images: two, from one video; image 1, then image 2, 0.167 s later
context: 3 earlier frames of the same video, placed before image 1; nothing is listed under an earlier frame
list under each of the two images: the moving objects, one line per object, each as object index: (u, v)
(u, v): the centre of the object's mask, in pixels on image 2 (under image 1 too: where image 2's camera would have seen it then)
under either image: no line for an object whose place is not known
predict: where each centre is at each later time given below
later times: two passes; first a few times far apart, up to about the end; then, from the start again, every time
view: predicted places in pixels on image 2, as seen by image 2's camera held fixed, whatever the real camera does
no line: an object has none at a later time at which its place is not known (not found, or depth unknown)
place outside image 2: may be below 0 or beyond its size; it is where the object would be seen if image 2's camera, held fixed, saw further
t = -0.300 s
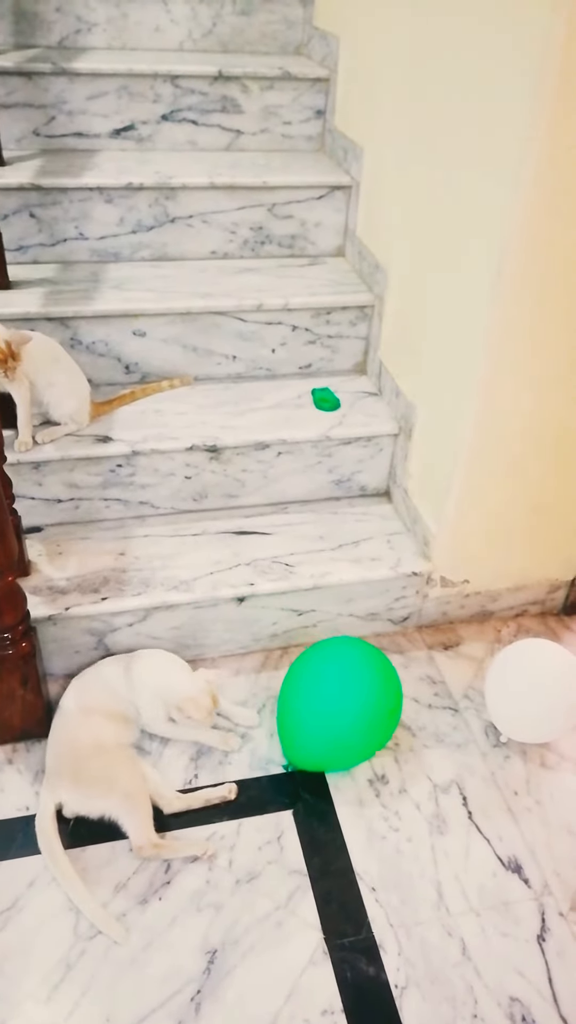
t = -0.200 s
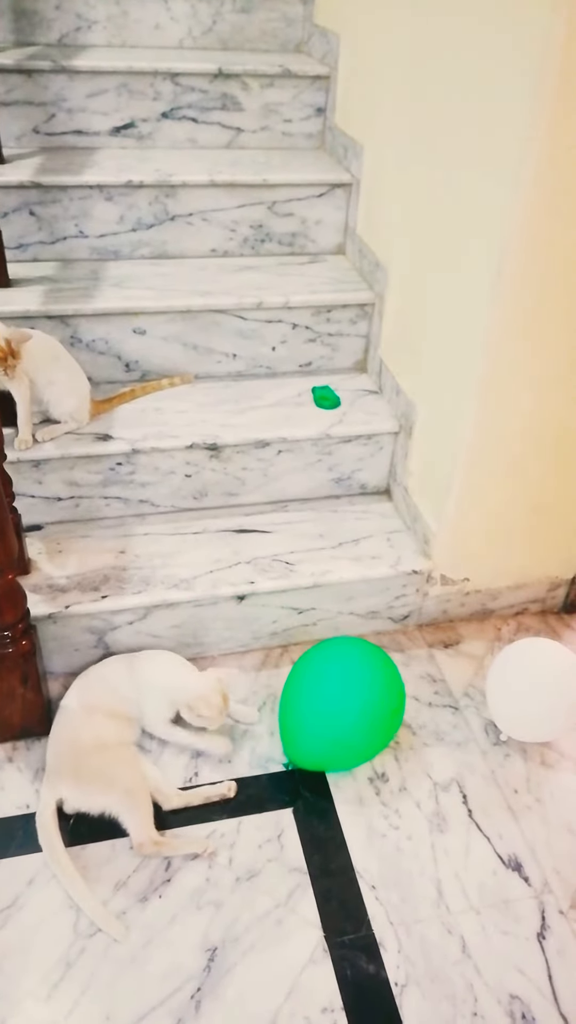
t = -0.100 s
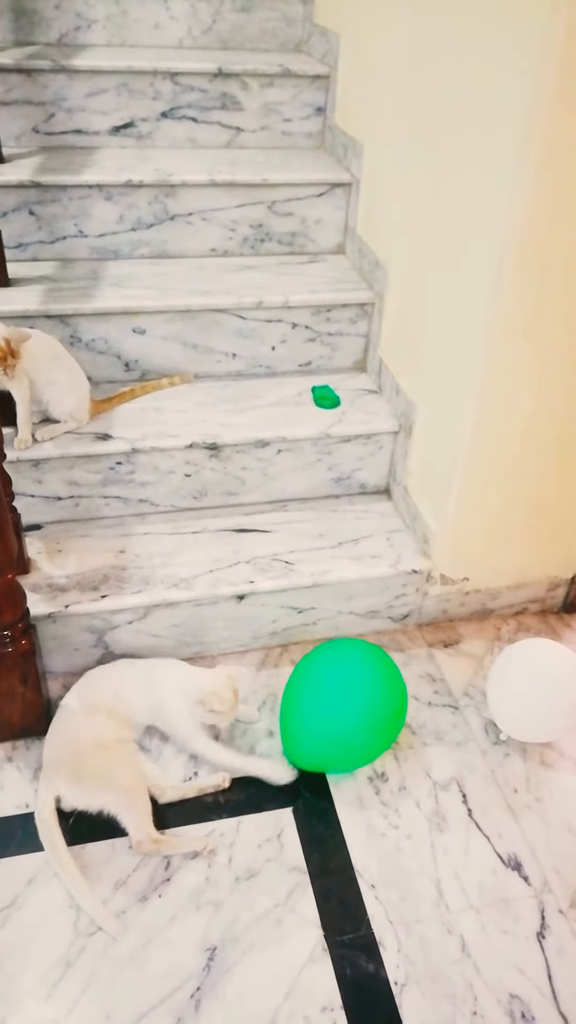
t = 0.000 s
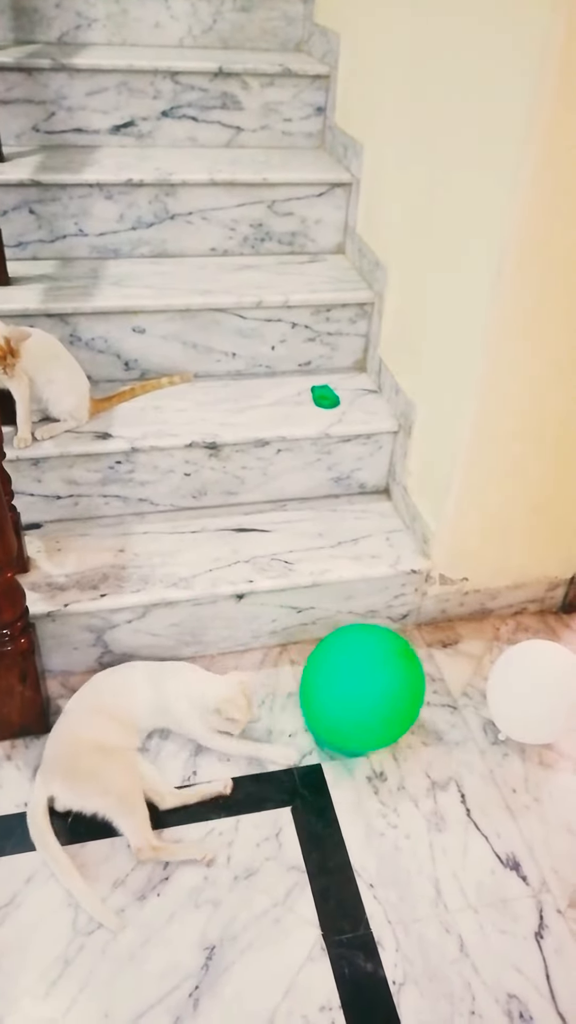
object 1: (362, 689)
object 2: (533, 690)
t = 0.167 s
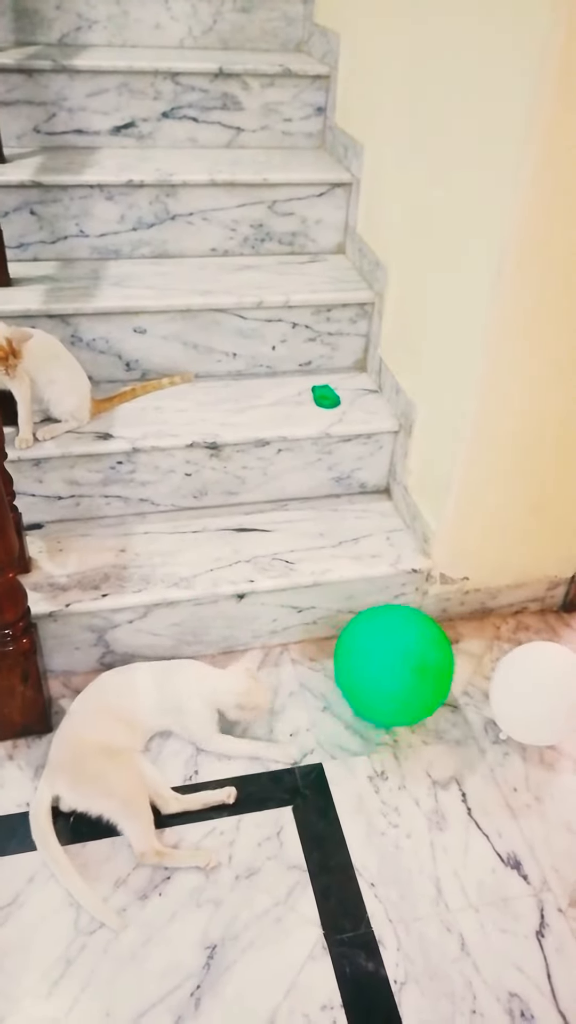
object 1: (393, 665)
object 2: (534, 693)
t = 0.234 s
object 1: (403, 660)
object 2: (535, 695)
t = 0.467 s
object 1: (432, 645)
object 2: (536, 700)
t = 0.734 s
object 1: (463, 613)
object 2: (535, 704)
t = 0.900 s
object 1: (478, 616)
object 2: (537, 706)
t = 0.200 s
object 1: (398, 663)
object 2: (535, 694)
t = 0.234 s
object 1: (403, 660)
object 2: (535, 695)
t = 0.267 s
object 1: (407, 659)
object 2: (535, 696)
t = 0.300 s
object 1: (411, 657)
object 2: (535, 697)
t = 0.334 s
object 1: (415, 656)
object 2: (535, 697)
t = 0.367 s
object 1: (419, 655)
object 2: (536, 698)
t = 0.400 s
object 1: (423, 654)
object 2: (536, 699)
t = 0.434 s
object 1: (427, 651)
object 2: (536, 700)
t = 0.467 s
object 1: (432, 645)
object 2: (536, 700)
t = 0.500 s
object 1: (436, 640)
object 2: (535, 701)
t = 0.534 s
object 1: (440, 633)
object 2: (535, 702)
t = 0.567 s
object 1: (444, 628)
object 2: (535, 702)
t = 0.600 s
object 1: (449, 624)
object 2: (534, 703)
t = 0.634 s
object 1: (452, 620)
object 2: (535, 703)
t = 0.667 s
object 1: (456, 617)
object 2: (535, 703)
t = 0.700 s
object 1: (460, 615)
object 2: (535, 704)
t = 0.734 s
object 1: (463, 613)
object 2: (535, 704)
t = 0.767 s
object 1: (467, 612)
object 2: (535, 705)
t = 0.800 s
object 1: (469, 612)
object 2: (535, 705)
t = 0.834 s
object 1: (472, 612)
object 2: (536, 705)
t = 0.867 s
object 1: (475, 613)
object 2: (536, 706)
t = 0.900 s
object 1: (478, 616)
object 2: (537, 706)
